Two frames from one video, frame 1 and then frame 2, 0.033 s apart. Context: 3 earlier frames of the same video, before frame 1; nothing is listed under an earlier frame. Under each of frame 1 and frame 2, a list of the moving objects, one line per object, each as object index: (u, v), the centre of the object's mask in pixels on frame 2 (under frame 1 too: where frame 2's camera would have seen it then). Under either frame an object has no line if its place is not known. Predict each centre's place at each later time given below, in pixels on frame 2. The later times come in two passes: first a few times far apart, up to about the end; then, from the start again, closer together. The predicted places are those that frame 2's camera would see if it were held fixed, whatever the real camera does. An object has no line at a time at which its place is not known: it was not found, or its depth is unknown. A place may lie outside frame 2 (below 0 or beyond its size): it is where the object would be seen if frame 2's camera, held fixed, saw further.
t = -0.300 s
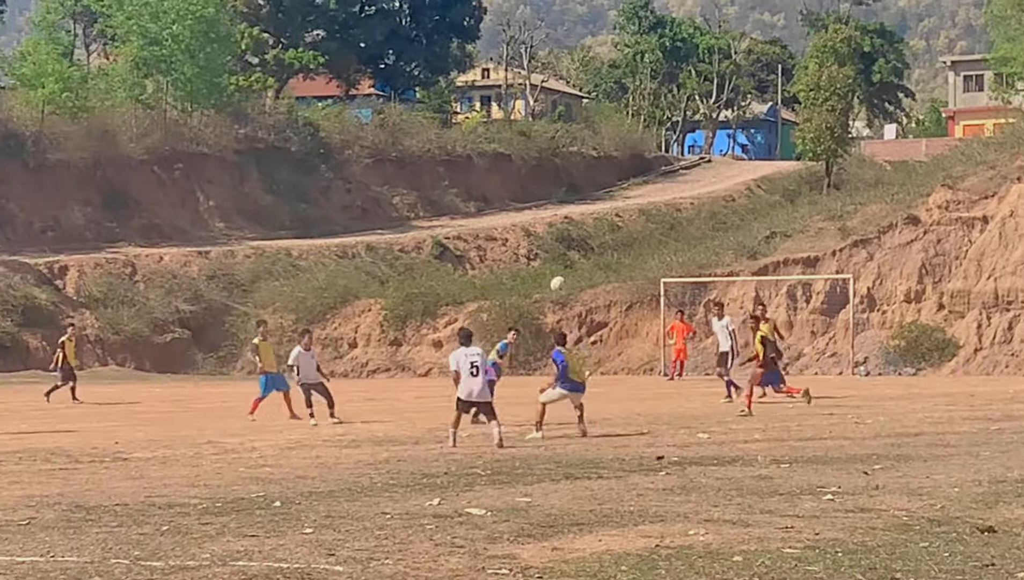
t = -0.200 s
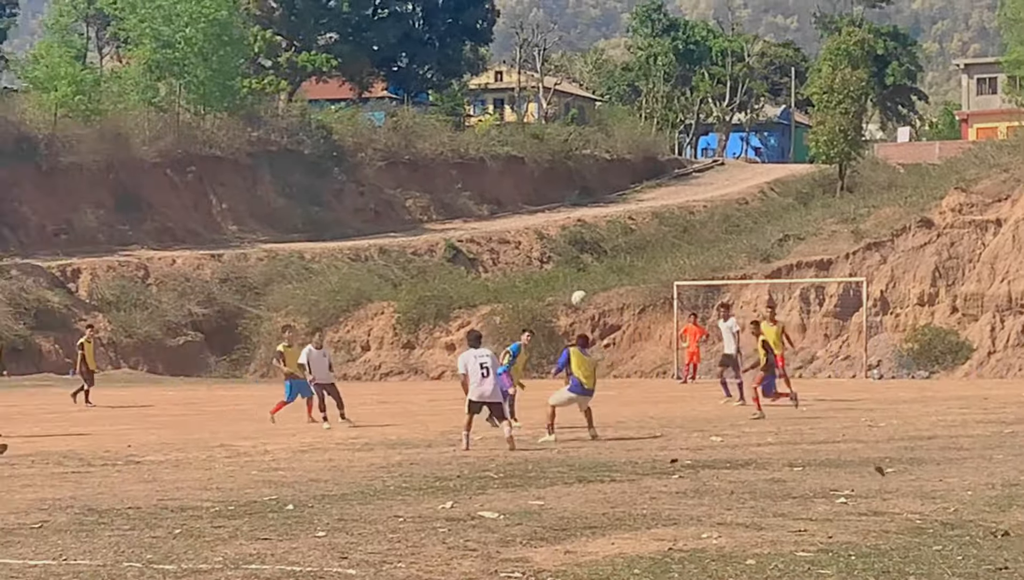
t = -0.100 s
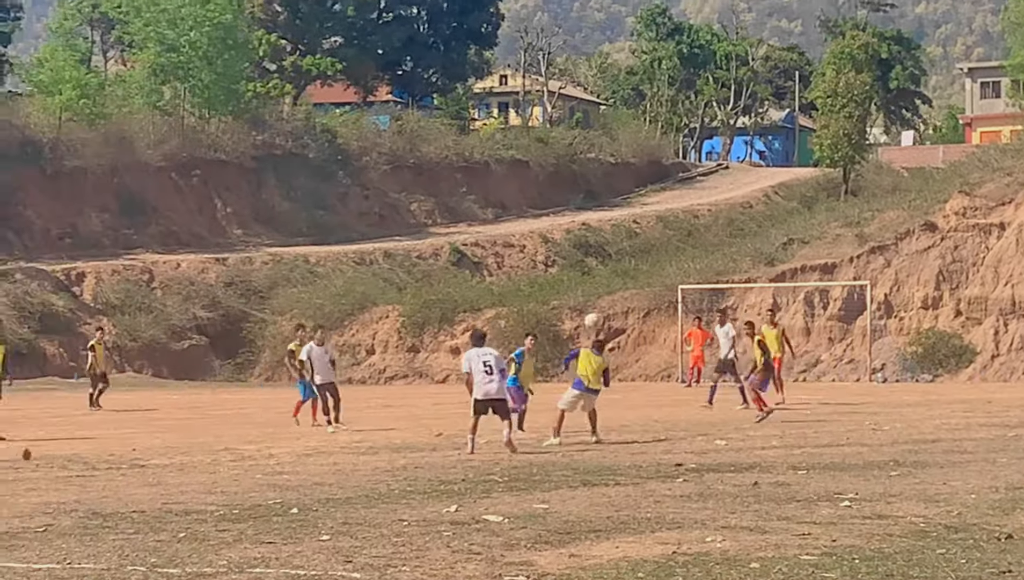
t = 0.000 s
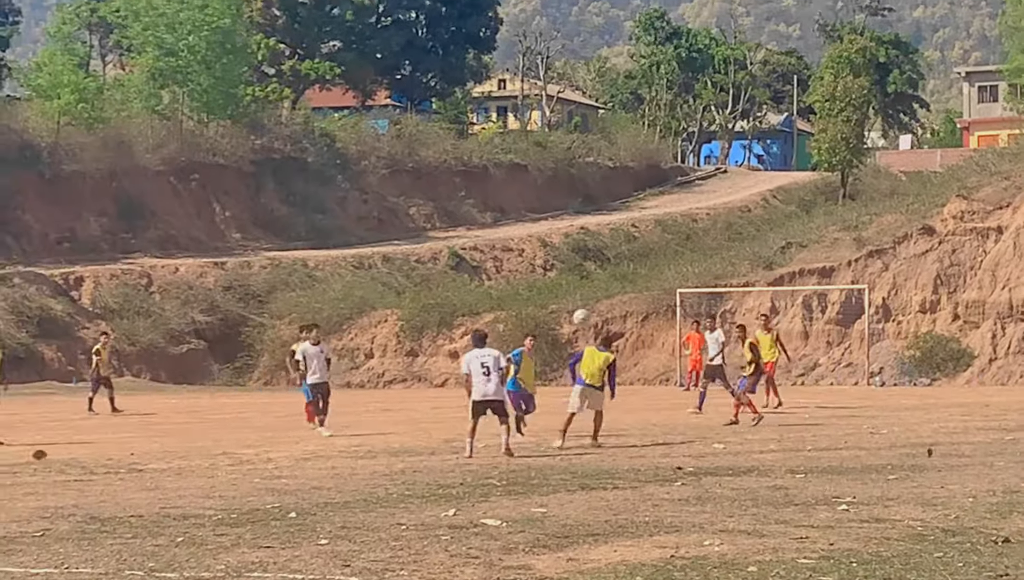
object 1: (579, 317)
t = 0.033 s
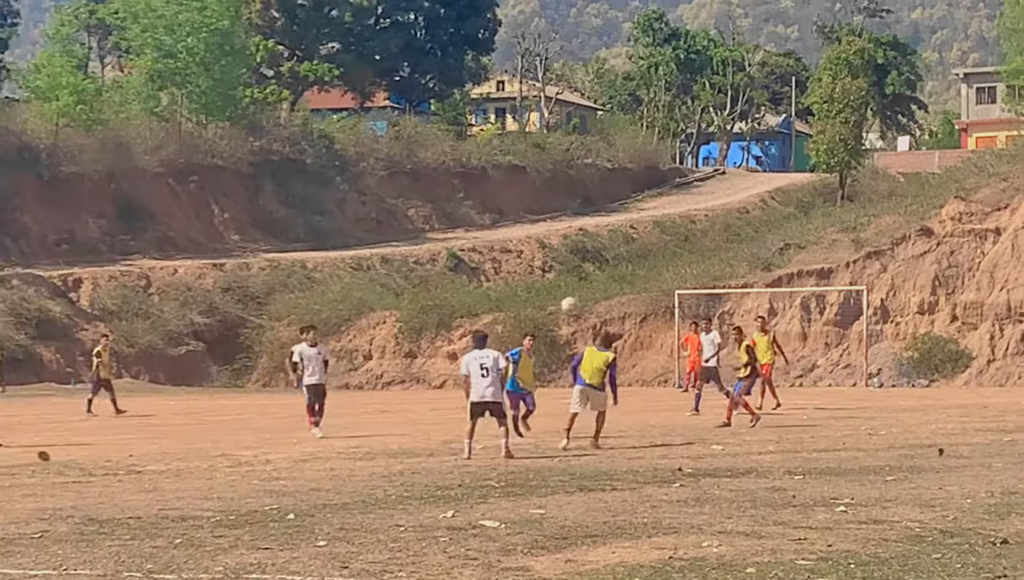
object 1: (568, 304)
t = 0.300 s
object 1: (488, 231)
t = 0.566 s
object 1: (414, 221)
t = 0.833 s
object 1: (342, 261)
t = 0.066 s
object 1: (557, 291)
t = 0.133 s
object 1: (537, 269)
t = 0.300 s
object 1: (488, 231)
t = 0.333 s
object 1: (479, 228)
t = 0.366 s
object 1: (470, 224)
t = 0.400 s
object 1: (461, 222)
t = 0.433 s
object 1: (451, 220)
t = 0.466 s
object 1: (442, 220)
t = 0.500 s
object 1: (432, 218)
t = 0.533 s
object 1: (424, 220)
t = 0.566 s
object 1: (414, 221)
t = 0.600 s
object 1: (405, 223)
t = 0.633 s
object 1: (396, 226)
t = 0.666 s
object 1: (387, 230)
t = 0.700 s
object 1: (378, 235)
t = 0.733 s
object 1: (370, 240)
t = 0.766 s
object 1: (361, 245)
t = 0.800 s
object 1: (352, 252)
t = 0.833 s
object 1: (342, 261)
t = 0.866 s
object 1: (334, 269)
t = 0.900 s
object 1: (325, 280)
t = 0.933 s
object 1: (316, 290)
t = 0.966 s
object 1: (308, 302)
